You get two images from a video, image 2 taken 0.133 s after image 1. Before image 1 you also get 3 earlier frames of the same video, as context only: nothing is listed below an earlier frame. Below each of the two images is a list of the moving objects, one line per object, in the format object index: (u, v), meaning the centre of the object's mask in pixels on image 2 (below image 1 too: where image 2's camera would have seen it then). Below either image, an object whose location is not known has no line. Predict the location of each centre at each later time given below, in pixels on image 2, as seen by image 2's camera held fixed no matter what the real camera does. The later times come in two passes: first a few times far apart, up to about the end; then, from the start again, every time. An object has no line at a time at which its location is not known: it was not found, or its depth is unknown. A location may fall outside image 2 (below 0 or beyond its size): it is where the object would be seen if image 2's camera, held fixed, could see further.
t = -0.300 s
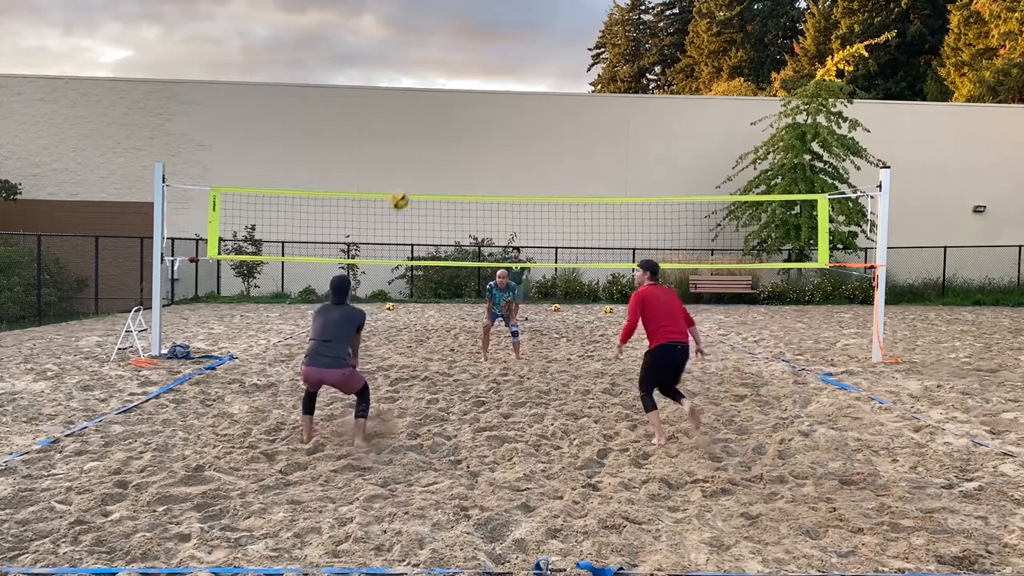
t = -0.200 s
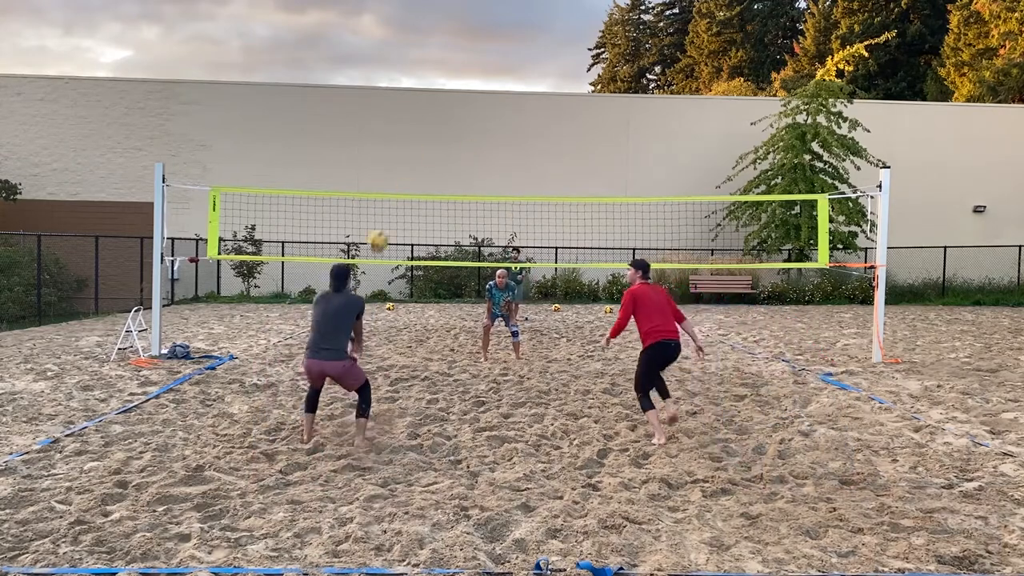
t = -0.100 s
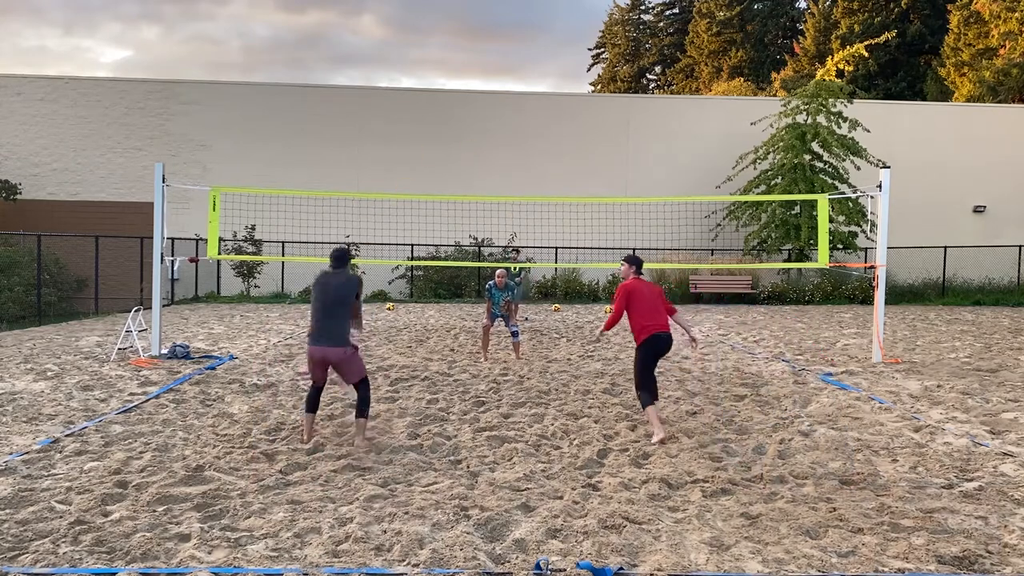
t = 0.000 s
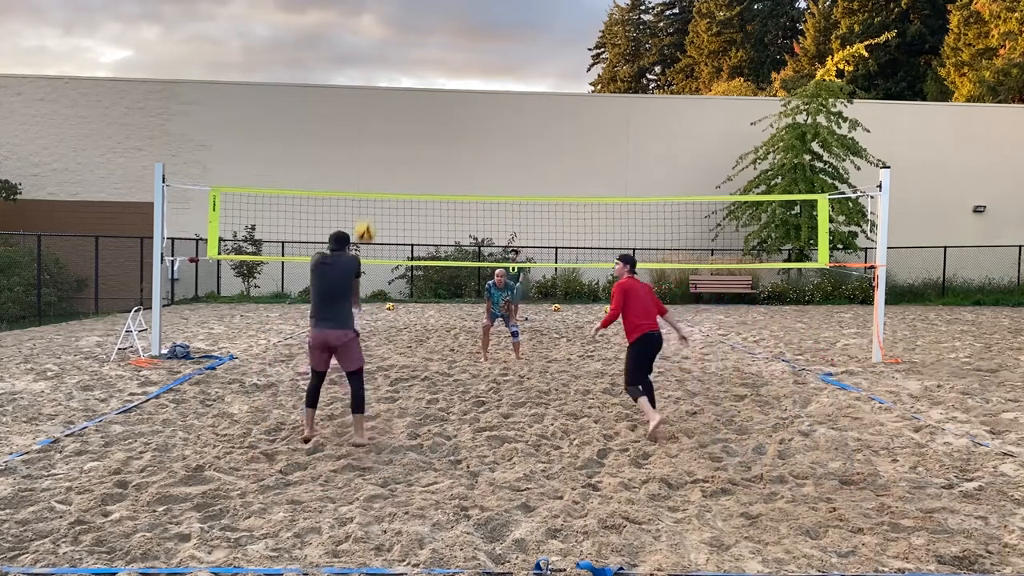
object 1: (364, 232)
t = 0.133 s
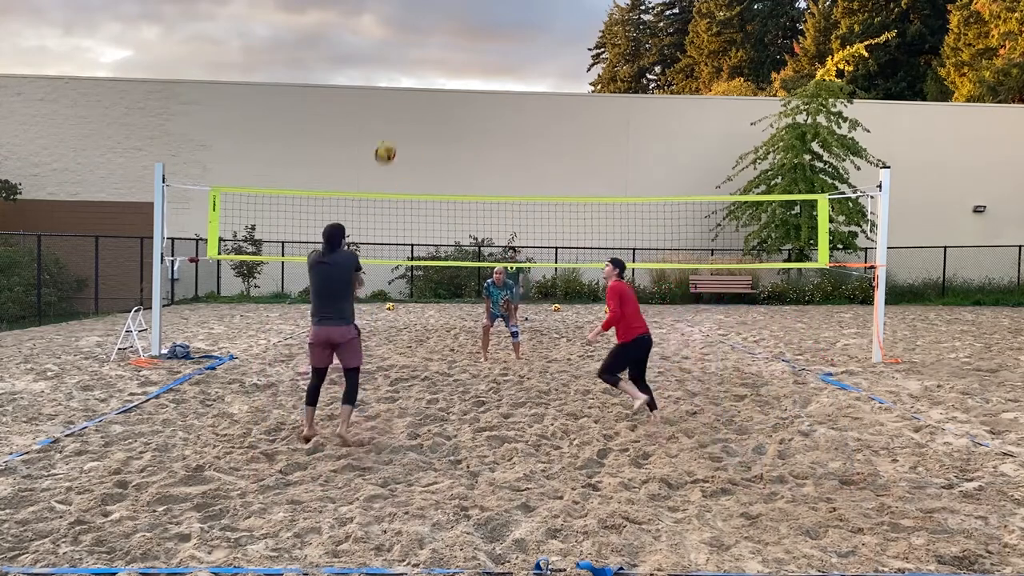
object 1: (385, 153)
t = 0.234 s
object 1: (399, 107)
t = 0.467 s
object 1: (430, 42)
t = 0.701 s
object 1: (459, 37)
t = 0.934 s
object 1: (486, 83)
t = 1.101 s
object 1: (503, 148)
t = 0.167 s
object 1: (390, 136)
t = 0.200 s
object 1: (394, 121)
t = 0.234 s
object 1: (399, 107)
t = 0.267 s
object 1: (403, 94)
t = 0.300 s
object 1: (408, 81)
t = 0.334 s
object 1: (412, 72)
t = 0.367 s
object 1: (417, 62)
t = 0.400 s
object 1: (421, 54)
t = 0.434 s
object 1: (425, 48)
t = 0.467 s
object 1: (430, 42)
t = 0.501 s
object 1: (434, 38)
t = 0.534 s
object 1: (439, 35)
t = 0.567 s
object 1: (443, 33)
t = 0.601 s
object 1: (447, 33)
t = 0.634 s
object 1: (451, 33)
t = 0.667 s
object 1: (455, 34)
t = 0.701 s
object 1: (459, 37)
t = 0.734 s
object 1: (463, 40)
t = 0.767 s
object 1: (467, 45)
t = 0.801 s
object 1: (471, 50)
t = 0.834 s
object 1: (475, 57)
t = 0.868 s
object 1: (479, 65)
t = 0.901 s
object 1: (482, 73)
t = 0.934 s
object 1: (486, 83)
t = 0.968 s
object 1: (491, 95)
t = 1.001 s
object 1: (493, 106)
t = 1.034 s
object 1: (496, 120)
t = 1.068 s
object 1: (500, 133)
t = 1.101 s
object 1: (503, 148)
